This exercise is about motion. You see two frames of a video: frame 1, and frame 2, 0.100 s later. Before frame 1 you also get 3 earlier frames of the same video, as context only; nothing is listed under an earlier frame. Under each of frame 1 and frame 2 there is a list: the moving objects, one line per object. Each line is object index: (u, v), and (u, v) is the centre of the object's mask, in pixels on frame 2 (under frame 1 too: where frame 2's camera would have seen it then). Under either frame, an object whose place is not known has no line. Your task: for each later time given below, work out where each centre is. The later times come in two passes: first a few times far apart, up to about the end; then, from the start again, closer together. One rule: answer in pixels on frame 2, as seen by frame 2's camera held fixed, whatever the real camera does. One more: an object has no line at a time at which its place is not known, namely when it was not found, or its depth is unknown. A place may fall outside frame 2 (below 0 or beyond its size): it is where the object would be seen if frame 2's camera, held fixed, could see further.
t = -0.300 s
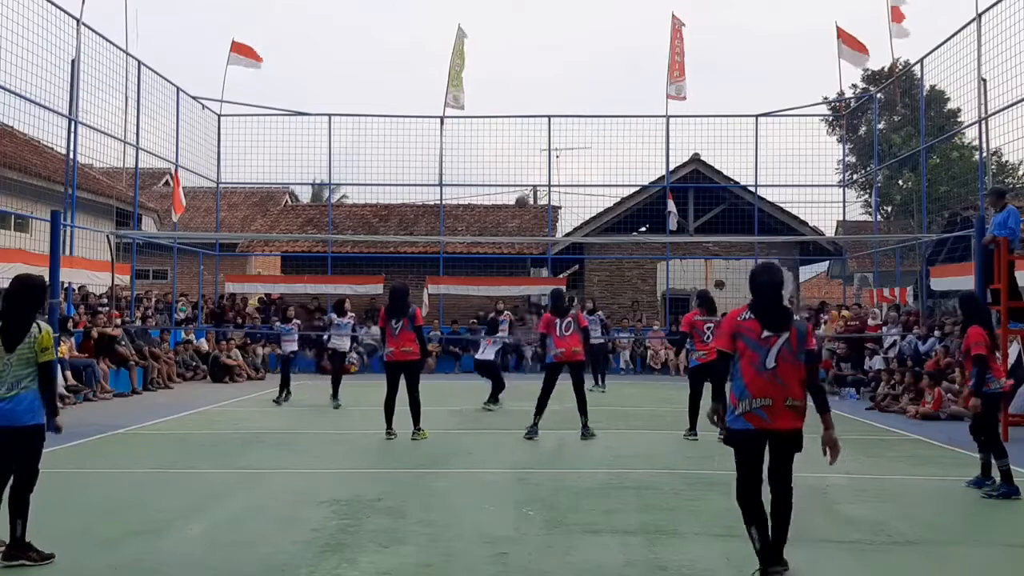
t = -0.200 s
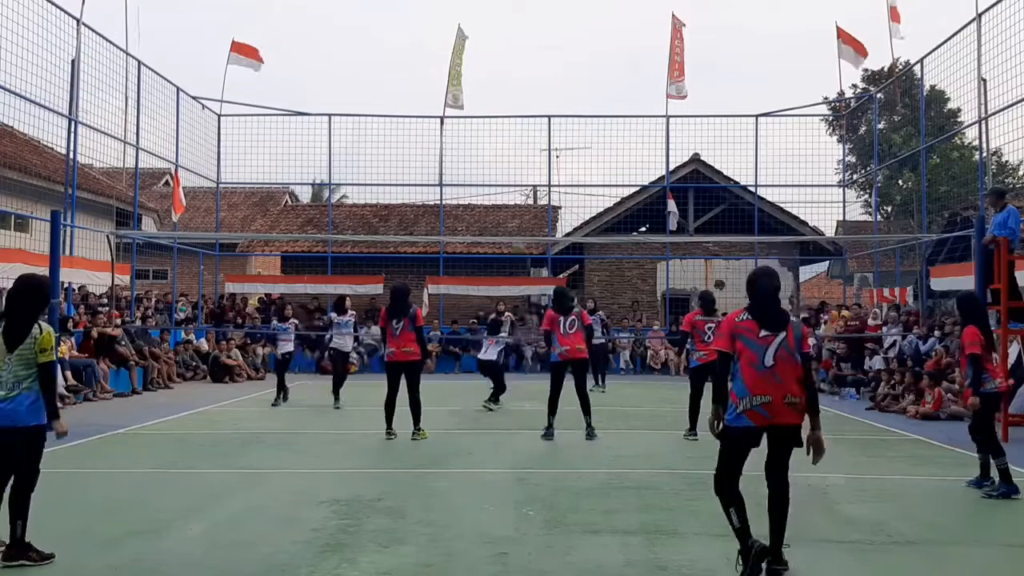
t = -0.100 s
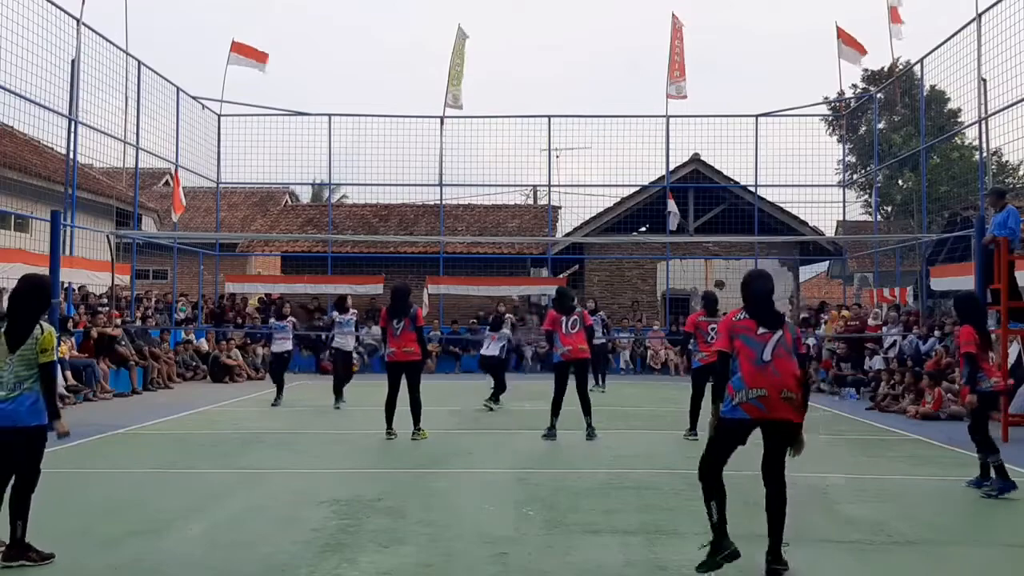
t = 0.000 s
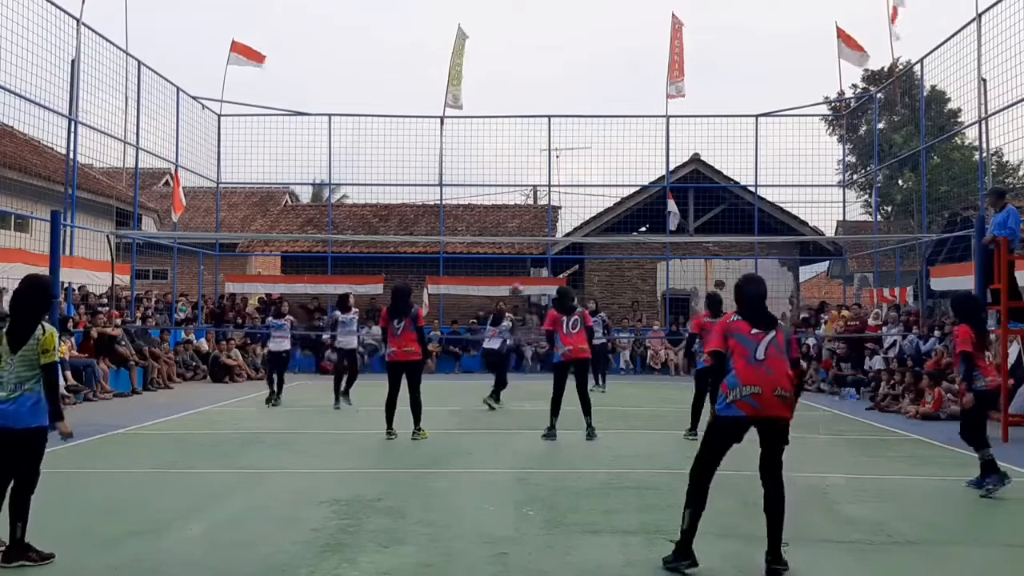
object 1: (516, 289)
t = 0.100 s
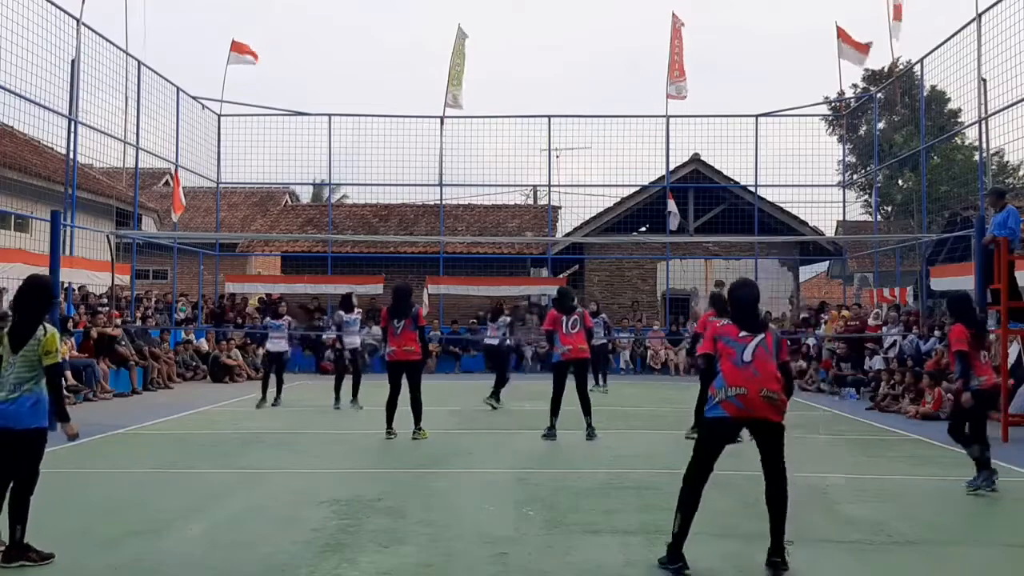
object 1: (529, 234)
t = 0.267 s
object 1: (545, 166)
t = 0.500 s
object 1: (570, 96)
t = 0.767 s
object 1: (599, 59)
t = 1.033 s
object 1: (629, 69)
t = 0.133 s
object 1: (531, 223)
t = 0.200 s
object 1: (538, 193)
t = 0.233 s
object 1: (542, 179)
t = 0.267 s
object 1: (545, 166)
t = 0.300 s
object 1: (549, 154)
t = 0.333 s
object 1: (552, 143)
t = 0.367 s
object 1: (556, 132)
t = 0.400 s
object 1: (559, 122)
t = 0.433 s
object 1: (563, 112)
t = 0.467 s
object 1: (566, 104)
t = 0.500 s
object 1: (570, 96)
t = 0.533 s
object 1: (573, 89)
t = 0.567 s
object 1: (577, 82)
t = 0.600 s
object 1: (580, 77)
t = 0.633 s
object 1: (584, 71)
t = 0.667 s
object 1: (588, 67)
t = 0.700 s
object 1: (591, 64)
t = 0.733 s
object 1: (595, 61)
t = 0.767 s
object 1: (599, 59)
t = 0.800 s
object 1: (602, 58)
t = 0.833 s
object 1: (606, 57)
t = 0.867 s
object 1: (610, 57)
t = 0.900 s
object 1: (614, 59)
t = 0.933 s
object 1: (617, 60)
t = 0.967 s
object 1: (621, 62)
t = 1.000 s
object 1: (625, 66)
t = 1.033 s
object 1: (629, 69)
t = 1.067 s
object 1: (632, 74)
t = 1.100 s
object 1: (636, 79)
